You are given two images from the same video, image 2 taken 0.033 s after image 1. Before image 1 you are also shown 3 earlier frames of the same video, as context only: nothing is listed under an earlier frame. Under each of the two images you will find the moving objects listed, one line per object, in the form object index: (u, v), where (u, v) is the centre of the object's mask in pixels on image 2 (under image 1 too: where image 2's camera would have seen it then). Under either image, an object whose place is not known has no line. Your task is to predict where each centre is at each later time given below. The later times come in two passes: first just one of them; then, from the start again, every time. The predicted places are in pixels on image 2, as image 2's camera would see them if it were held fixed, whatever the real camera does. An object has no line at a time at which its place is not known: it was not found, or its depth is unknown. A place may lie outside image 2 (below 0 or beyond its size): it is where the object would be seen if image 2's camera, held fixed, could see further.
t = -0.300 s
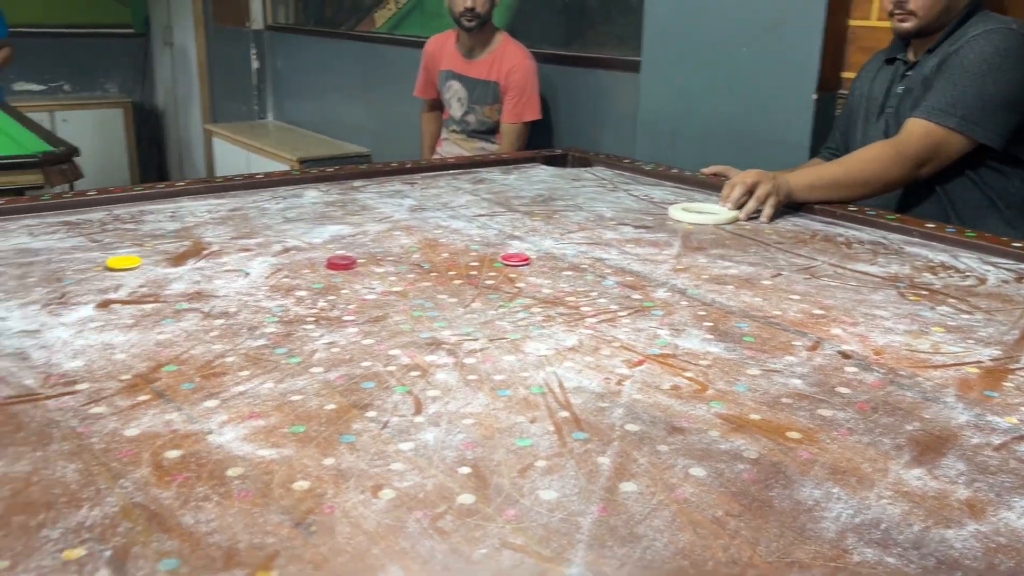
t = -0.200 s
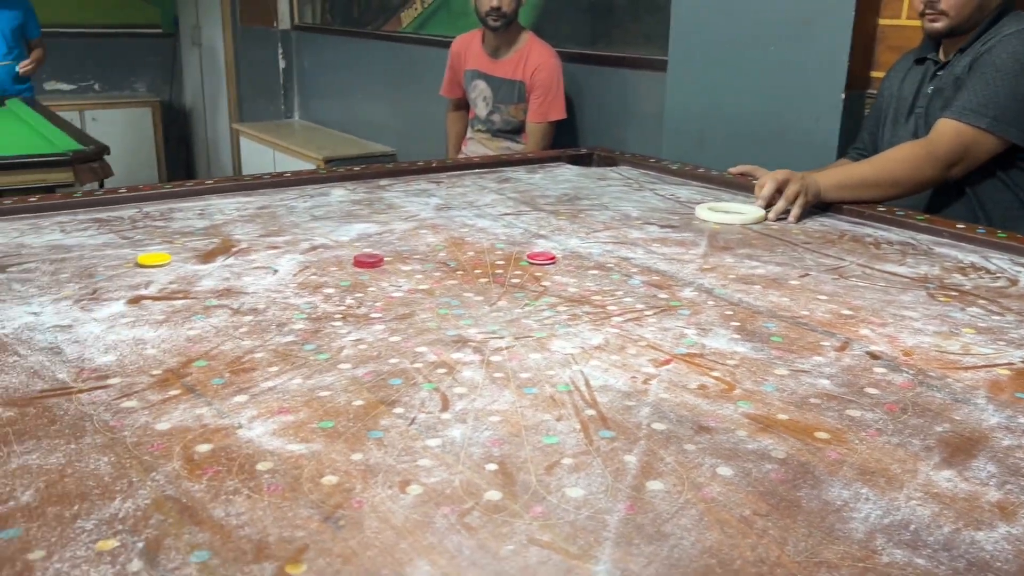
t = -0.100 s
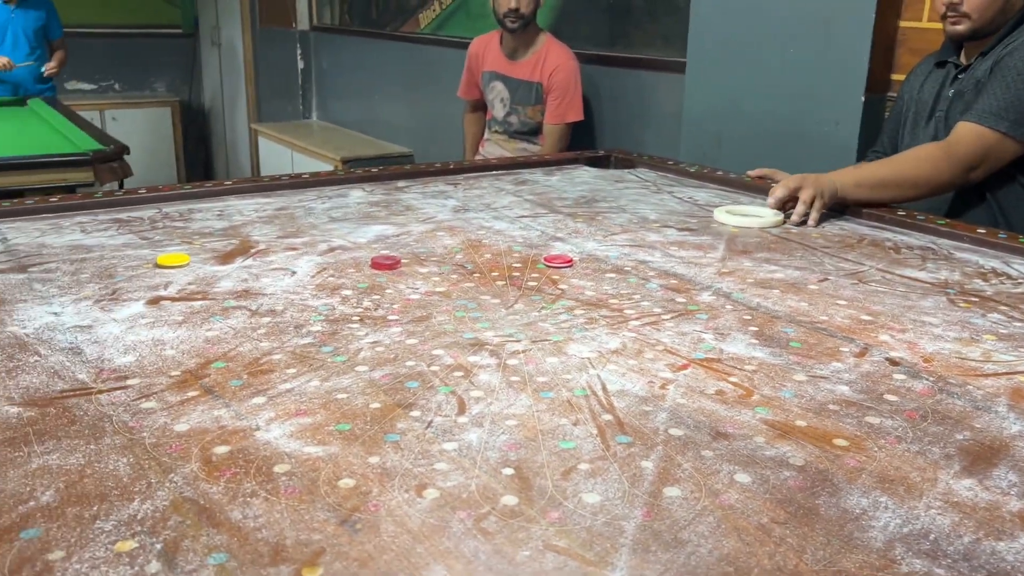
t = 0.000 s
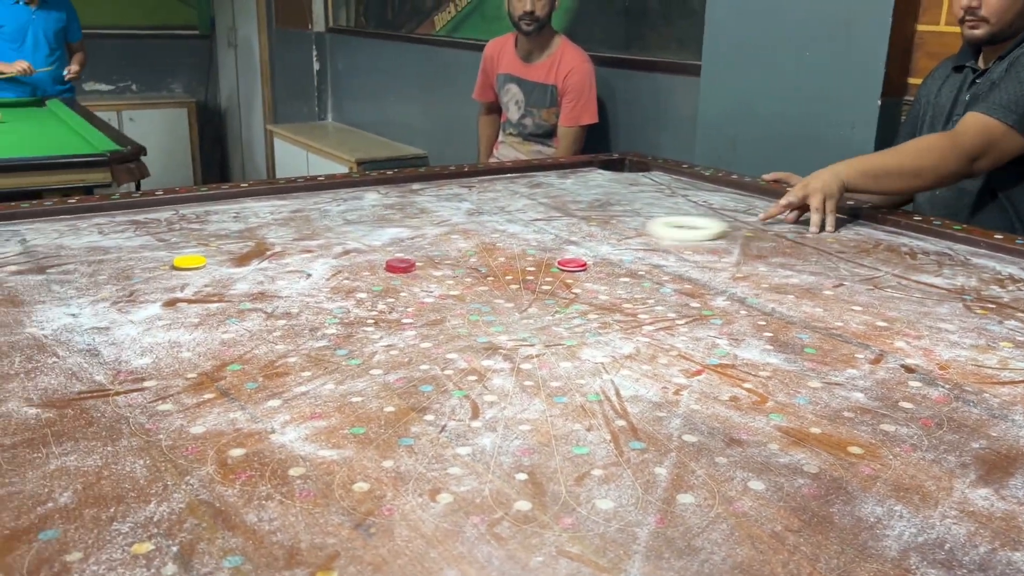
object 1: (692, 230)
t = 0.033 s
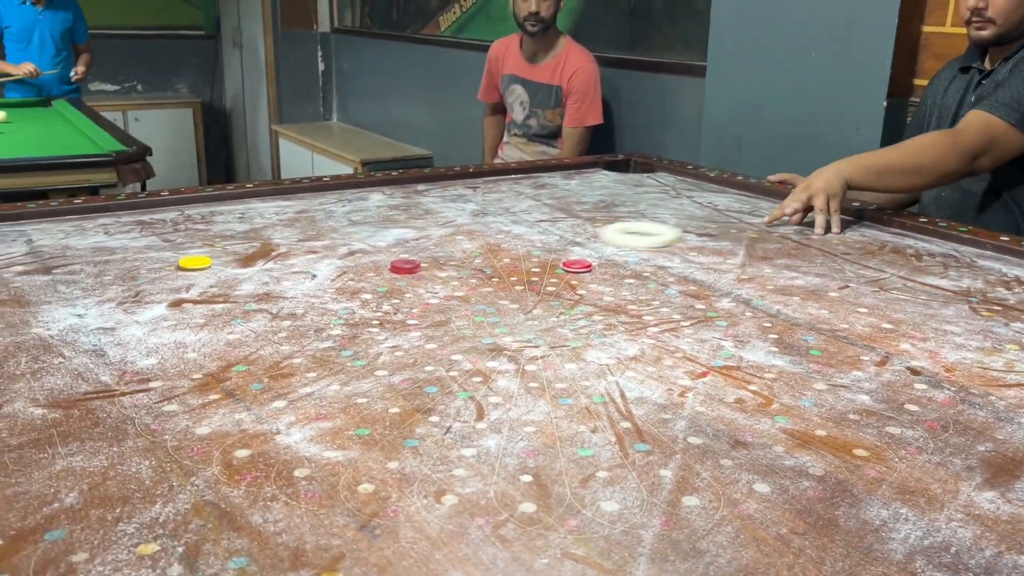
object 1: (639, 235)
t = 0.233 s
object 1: (301, 265)
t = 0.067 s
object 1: (586, 240)
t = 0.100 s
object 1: (529, 246)
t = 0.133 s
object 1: (471, 252)
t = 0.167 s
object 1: (415, 256)
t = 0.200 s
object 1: (359, 261)
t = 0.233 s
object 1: (301, 265)
